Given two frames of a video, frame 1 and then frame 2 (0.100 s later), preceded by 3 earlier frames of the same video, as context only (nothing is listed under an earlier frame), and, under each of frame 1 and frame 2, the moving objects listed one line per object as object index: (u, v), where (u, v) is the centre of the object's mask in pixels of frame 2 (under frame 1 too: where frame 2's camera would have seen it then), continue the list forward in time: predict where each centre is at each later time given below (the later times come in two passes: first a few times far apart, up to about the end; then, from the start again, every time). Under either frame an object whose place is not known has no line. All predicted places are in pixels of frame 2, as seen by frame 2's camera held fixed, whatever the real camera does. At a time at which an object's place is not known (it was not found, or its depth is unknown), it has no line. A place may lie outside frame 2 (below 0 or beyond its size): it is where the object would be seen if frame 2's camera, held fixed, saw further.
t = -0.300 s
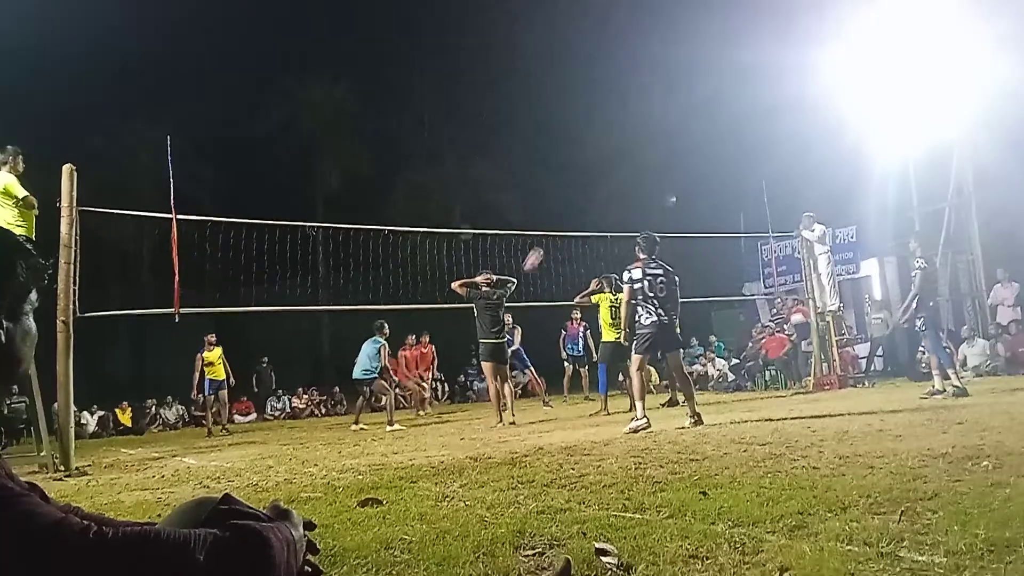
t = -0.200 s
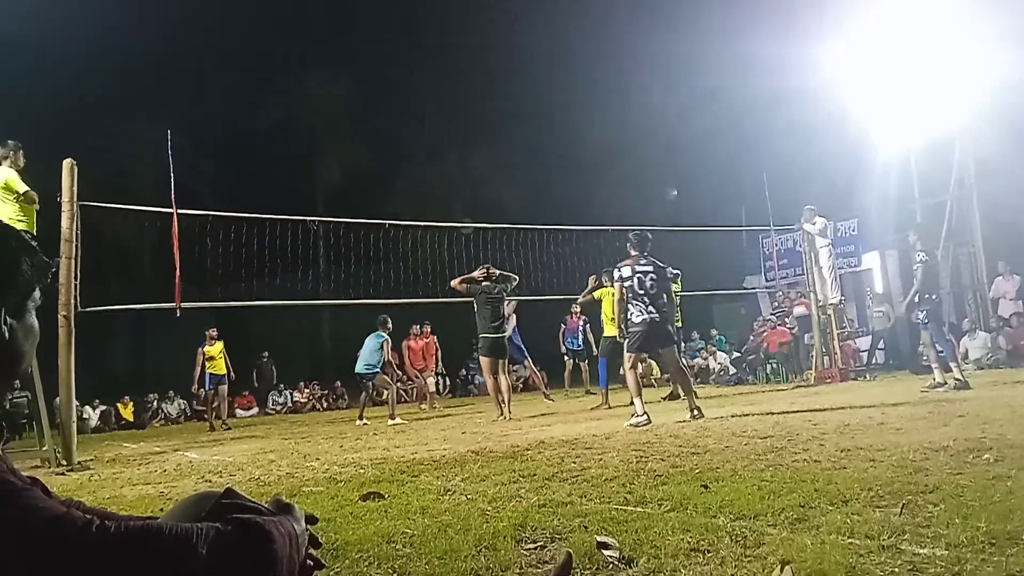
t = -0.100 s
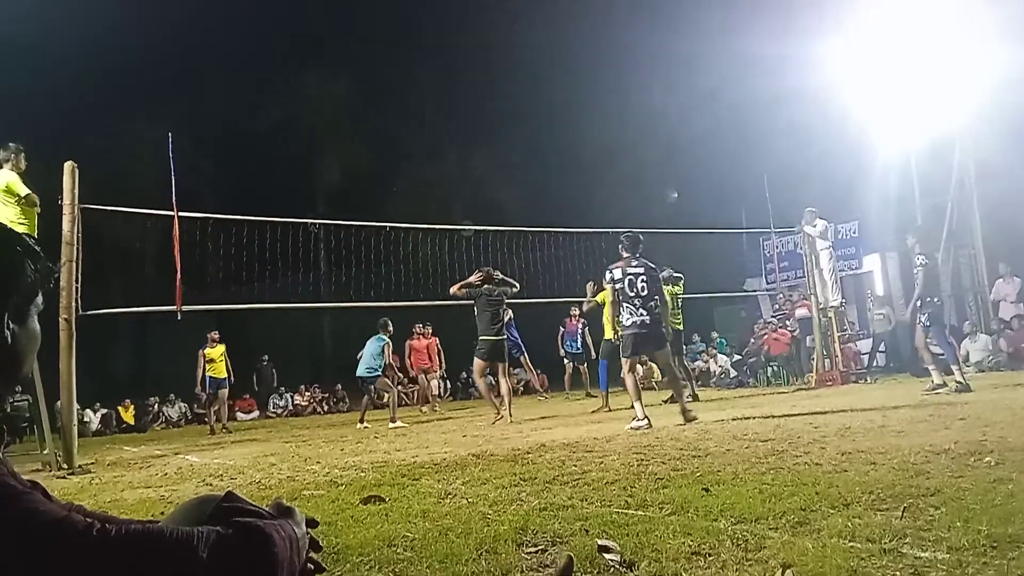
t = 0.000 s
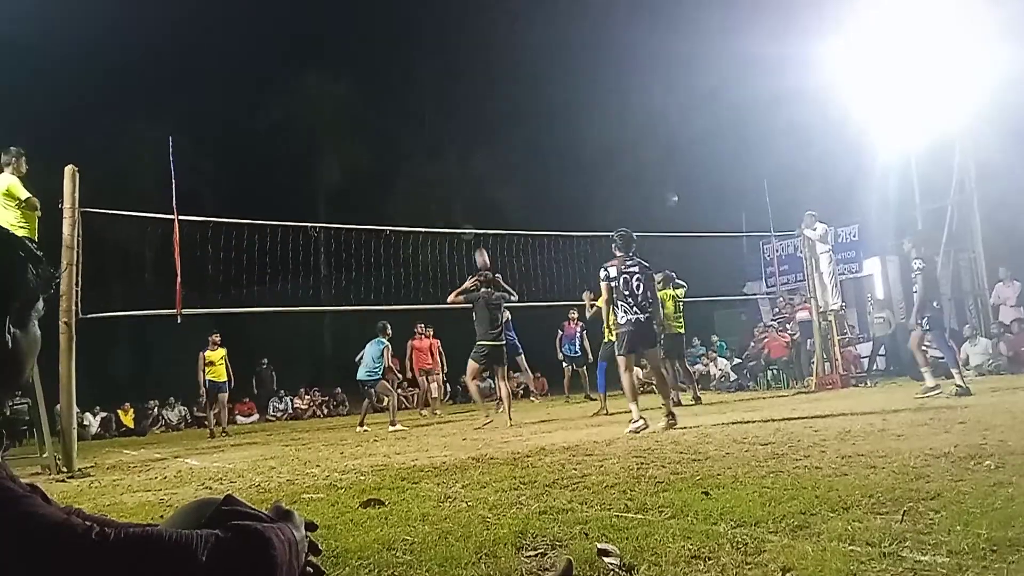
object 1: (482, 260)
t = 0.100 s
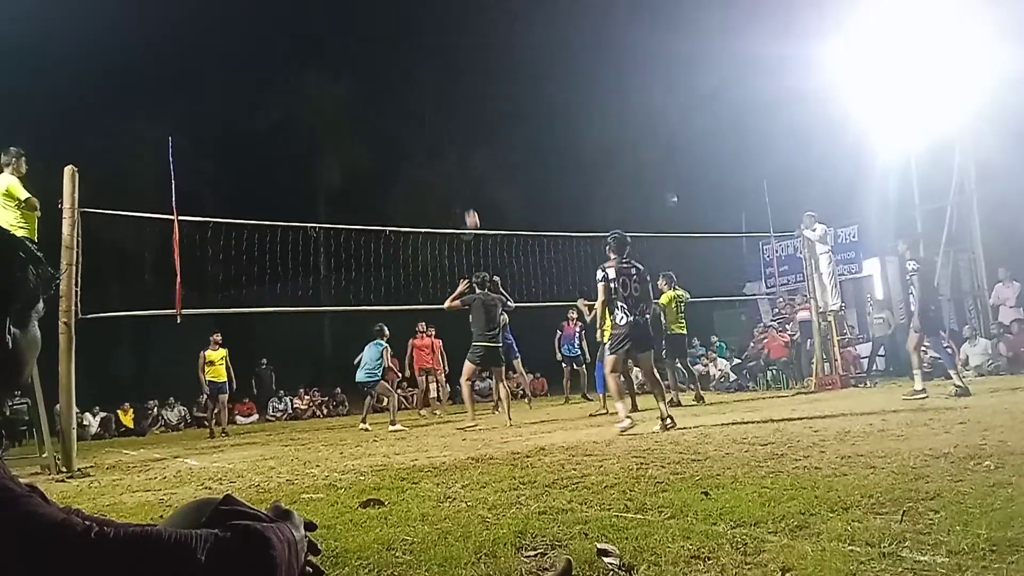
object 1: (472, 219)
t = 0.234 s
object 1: (460, 178)
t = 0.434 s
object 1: (443, 133)
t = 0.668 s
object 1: (427, 110)
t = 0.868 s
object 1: (416, 117)
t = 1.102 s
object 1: (405, 155)
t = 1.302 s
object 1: (398, 212)
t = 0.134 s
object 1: (469, 208)
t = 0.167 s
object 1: (465, 197)
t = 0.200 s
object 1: (462, 187)
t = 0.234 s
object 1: (460, 178)
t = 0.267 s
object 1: (457, 168)
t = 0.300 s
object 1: (454, 160)
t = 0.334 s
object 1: (452, 152)
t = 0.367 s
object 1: (449, 145)
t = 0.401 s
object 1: (446, 138)
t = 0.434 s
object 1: (443, 133)
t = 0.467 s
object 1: (441, 128)
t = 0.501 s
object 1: (439, 123)
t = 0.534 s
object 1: (436, 120)
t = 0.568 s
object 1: (434, 116)
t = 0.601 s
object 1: (432, 113)
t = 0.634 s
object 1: (429, 111)
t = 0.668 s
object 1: (427, 110)
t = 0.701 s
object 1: (425, 110)
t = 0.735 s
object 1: (423, 110)
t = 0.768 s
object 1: (422, 111)
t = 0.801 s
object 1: (419, 112)
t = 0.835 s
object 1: (418, 114)
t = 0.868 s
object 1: (416, 117)
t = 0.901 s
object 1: (414, 121)
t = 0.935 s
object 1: (412, 125)
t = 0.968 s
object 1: (411, 130)
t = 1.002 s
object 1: (409, 135)
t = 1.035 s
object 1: (408, 141)
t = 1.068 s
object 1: (406, 148)
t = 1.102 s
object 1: (405, 155)
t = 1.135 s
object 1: (404, 163)
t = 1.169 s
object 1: (402, 172)
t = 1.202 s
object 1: (401, 181)
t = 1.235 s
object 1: (400, 191)
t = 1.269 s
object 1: (399, 201)
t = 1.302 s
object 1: (398, 212)
